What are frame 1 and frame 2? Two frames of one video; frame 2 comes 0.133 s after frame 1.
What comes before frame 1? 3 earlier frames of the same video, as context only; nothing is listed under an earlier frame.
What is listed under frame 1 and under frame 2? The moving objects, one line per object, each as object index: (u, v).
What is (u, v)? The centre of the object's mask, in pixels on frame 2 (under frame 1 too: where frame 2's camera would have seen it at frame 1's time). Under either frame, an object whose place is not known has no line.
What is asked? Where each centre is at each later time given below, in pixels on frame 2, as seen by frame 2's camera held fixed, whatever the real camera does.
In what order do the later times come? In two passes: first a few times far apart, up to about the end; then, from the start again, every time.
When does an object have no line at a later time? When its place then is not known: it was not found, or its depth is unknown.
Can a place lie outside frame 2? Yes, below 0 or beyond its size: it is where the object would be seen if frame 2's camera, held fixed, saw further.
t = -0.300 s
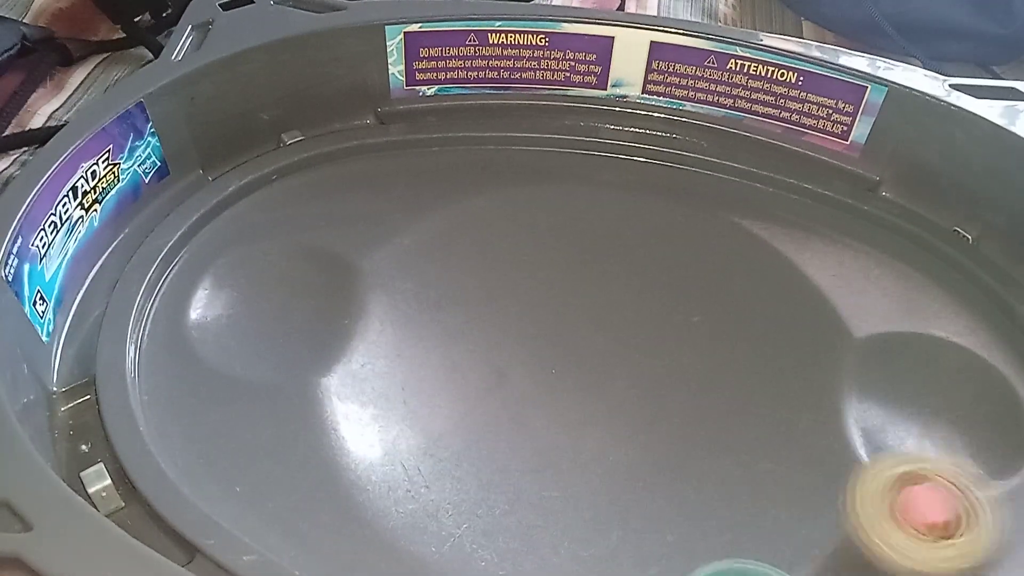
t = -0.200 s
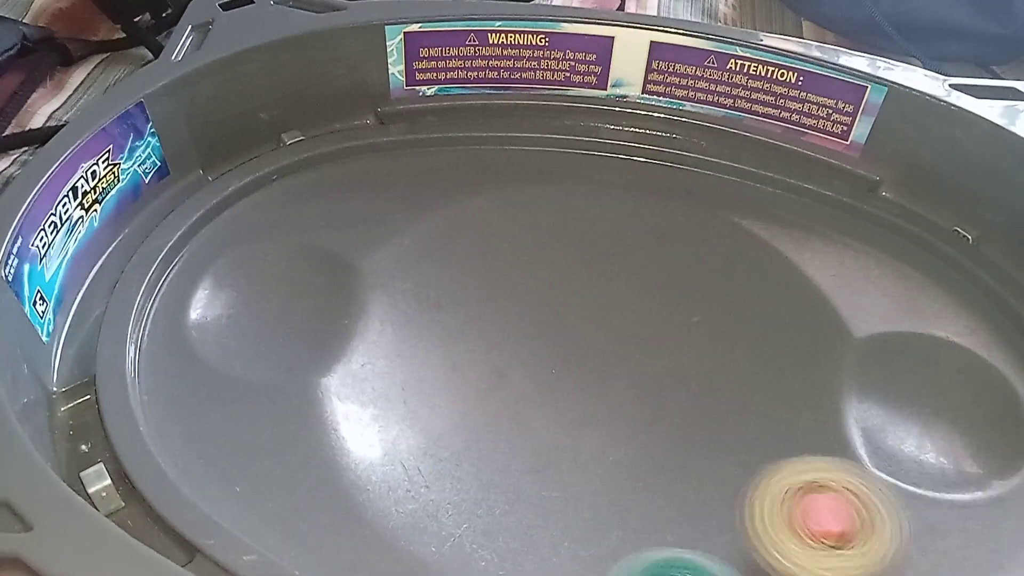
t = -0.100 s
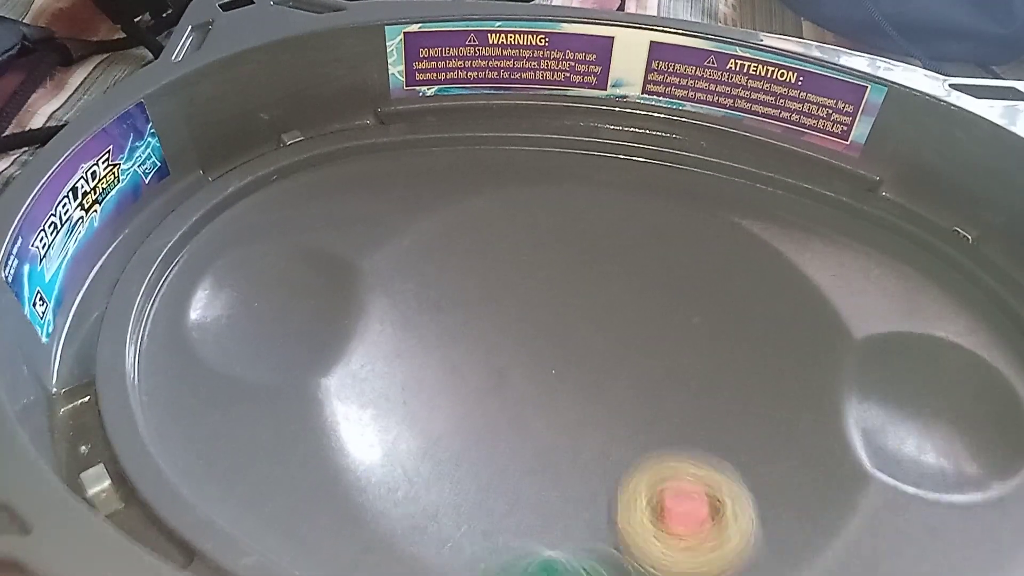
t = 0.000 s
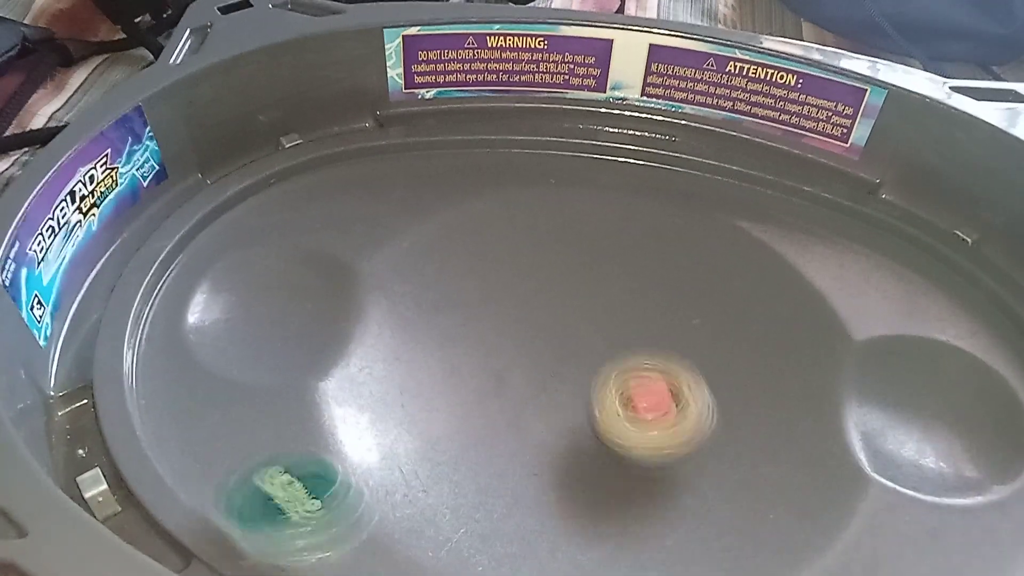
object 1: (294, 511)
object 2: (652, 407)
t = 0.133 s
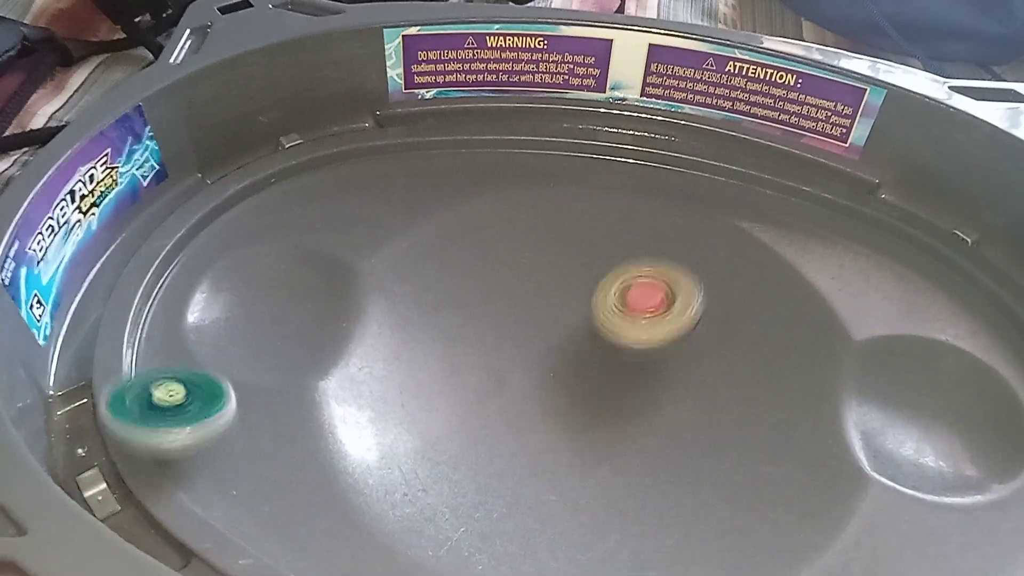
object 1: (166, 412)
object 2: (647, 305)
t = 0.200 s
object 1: (161, 391)
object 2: (676, 282)
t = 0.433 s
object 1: (171, 375)
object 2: (747, 404)
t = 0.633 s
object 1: (159, 289)
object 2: (493, 378)
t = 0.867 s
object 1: (211, 216)
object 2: (538, 204)
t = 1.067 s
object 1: (295, 168)
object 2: (709, 347)
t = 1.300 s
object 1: (404, 150)
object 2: (504, 503)
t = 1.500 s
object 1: (528, 150)
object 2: (352, 343)
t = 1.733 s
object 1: (670, 174)
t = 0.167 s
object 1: (164, 398)
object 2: (660, 291)
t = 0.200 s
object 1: (161, 391)
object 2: (676, 282)
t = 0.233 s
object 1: (157, 386)
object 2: (696, 279)
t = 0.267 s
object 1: (155, 386)
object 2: (720, 280)
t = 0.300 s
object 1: (157, 386)
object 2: (746, 290)
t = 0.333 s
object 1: (157, 385)
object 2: (768, 312)
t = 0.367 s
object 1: (156, 384)
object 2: (779, 342)
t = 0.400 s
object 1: (164, 381)
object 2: (772, 375)
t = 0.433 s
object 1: (171, 375)
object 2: (747, 404)
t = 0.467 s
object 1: (173, 366)
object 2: (708, 427)
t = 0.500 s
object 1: (171, 353)
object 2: (661, 438)
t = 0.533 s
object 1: (167, 339)
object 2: (611, 437)
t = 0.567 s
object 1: (163, 319)
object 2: (565, 424)
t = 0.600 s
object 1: (160, 302)
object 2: (525, 406)
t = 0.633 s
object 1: (159, 289)
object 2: (493, 378)
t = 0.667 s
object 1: (167, 281)
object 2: (468, 349)
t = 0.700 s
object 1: (175, 270)
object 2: (455, 317)
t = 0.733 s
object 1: (181, 256)
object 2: (452, 285)
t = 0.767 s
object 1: (189, 241)
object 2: (460, 256)
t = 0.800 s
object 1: (198, 226)
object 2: (477, 232)
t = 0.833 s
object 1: (205, 219)
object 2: (504, 213)
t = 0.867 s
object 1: (211, 216)
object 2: (538, 204)
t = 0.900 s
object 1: (221, 210)
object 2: (577, 205)
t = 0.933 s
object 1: (235, 204)
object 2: (614, 216)
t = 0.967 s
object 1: (249, 195)
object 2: (651, 240)
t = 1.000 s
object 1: (265, 187)
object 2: (681, 271)
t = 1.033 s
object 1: (281, 177)
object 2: (700, 307)
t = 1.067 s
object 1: (295, 168)
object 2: (709, 347)
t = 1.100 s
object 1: (309, 163)
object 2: (705, 386)
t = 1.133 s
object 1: (319, 159)
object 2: (693, 422)
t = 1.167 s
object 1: (330, 157)
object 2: (670, 453)
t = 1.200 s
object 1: (347, 155)
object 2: (637, 478)
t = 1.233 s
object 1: (364, 153)
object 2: (596, 496)
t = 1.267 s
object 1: (383, 151)
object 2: (551, 504)
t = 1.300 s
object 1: (404, 150)
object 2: (504, 503)
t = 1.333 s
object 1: (424, 148)
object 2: (458, 492)
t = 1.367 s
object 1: (444, 149)
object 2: (416, 472)
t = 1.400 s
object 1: (464, 149)
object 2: (376, 441)
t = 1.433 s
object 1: (486, 149)
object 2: (351, 407)
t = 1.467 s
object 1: (506, 149)
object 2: (343, 374)
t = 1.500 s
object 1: (528, 150)
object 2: (352, 343)
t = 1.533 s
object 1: (547, 152)
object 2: (372, 315)
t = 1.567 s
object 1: (567, 154)
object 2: (403, 297)
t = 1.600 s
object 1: (590, 157)
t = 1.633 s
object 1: (612, 159)
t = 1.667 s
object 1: (632, 164)
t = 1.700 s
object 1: (652, 169)
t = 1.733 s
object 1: (670, 174)
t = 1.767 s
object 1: (686, 178)
